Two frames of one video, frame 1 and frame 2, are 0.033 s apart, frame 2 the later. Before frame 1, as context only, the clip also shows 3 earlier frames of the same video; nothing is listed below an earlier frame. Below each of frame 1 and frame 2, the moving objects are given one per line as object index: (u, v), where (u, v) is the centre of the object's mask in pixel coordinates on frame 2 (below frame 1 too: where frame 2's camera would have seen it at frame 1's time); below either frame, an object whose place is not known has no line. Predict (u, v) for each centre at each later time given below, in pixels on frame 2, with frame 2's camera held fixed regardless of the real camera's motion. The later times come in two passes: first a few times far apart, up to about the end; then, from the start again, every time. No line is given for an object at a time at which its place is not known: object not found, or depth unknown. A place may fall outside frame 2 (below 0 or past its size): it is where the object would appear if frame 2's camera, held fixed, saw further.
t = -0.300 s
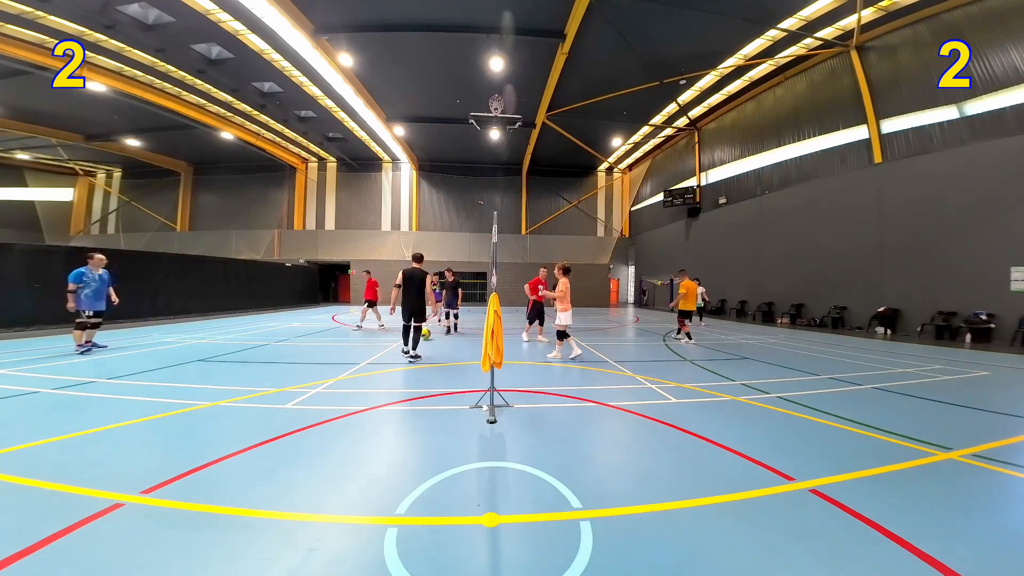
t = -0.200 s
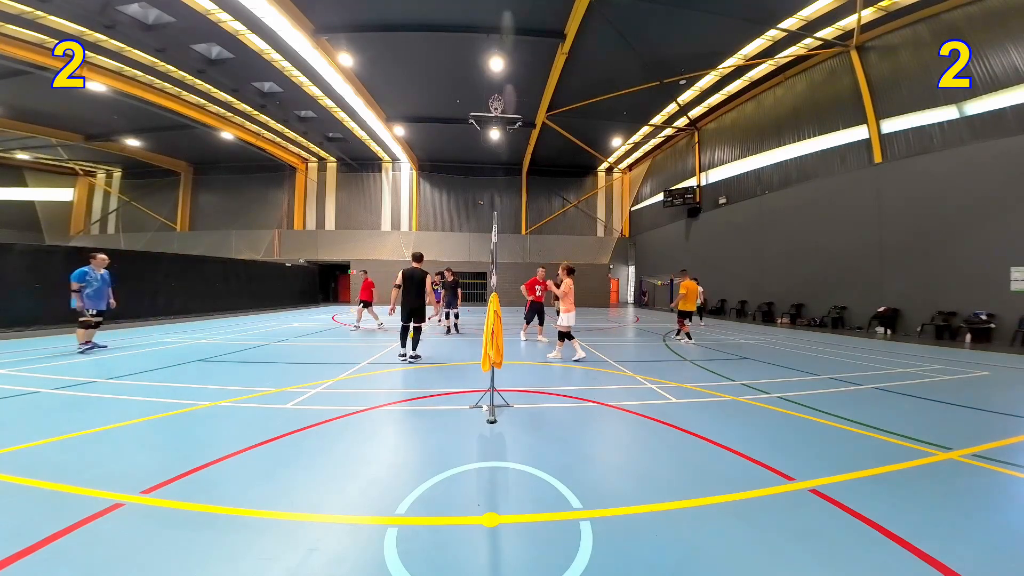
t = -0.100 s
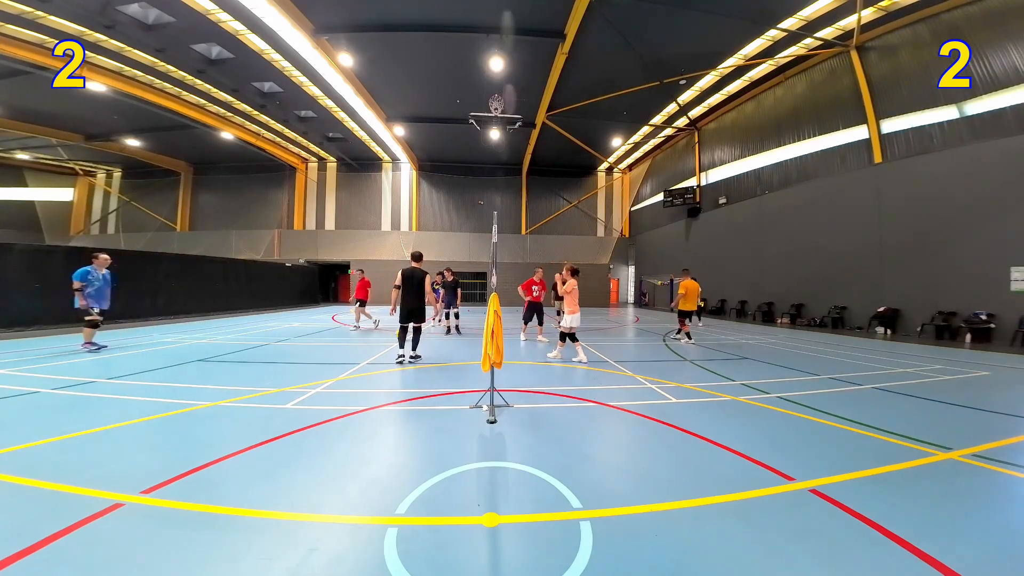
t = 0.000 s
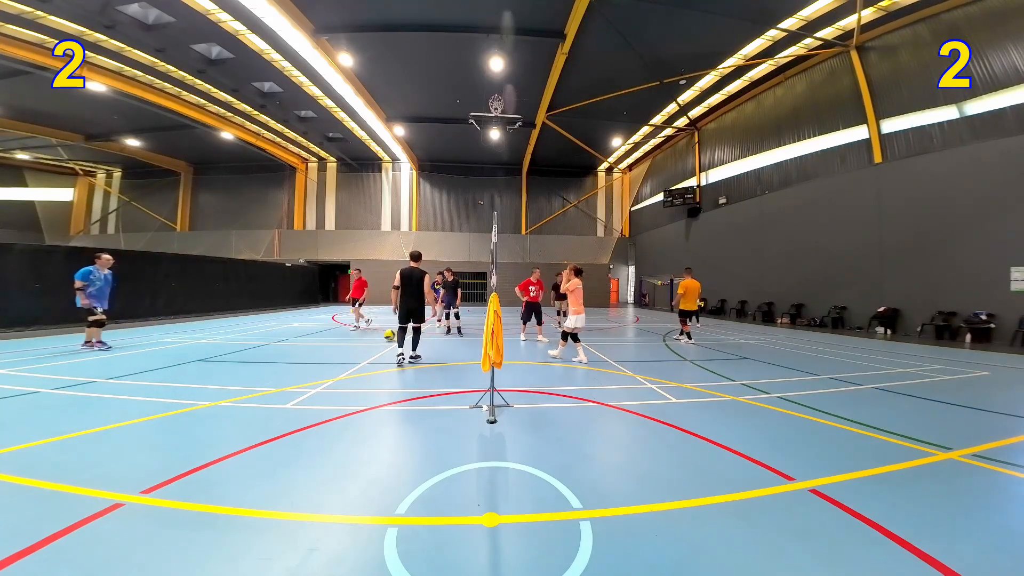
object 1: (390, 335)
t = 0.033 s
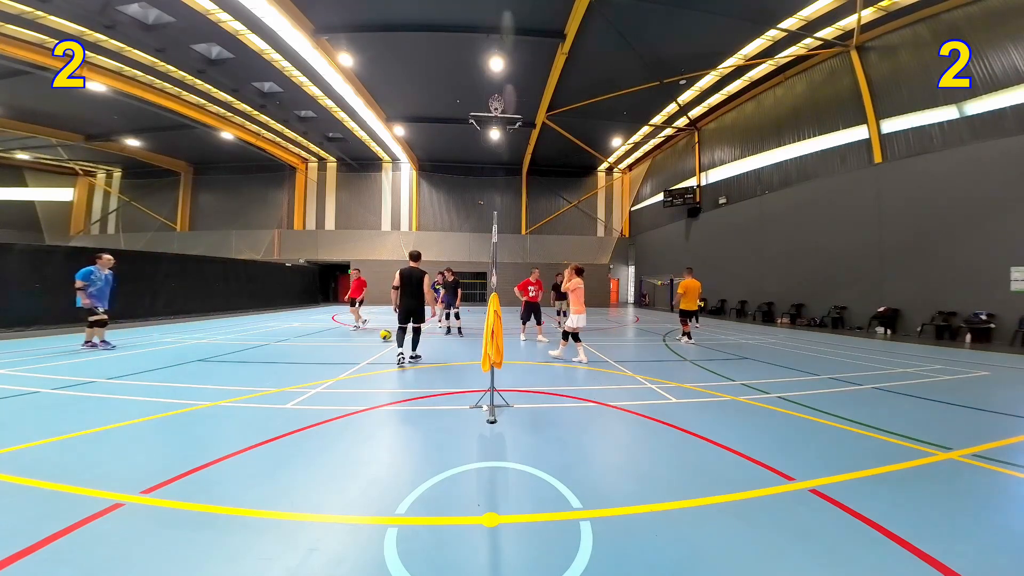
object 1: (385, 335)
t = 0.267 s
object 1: (357, 337)
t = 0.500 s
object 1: (330, 337)
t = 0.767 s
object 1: (300, 337)
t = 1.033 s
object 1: (269, 338)
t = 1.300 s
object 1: (240, 338)
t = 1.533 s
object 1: (216, 339)
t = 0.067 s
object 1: (382, 335)
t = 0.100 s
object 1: (378, 336)
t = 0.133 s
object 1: (374, 337)
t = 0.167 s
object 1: (369, 336)
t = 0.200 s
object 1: (365, 336)
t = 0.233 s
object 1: (361, 336)
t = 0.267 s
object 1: (357, 337)
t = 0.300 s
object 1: (353, 337)
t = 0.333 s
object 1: (350, 336)
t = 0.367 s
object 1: (346, 336)
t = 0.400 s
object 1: (343, 337)
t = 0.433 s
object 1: (339, 337)
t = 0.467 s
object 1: (334, 338)
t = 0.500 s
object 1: (330, 337)
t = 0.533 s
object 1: (326, 337)
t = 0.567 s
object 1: (323, 337)
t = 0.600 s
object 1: (319, 337)
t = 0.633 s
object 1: (316, 338)
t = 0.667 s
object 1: (311, 337)
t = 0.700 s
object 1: (307, 337)
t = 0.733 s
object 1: (303, 337)
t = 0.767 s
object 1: (300, 337)
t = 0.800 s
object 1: (296, 338)
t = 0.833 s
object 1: (292, 339)
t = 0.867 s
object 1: (288, 338)
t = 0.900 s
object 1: (285, 338)
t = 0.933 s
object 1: (281, 338)
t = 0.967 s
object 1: (277, 338)
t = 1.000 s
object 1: (273, 339)
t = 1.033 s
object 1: (269, 338)
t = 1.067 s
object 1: (266, 337)
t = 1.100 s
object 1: (263, 337)
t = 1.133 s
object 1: (259, 337)
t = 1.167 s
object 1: (255, 338)
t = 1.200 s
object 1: (252, 339)
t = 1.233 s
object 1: (248, 338)
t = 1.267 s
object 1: (244, 338)
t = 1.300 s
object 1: (240, 338)
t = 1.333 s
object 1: (237, 338)
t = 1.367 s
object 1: (233, 339)
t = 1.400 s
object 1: (230, 339)
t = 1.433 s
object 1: (226, 339)
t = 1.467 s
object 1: (222, 338)
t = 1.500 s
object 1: (219, 338)
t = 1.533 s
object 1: (216, 339)
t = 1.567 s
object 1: (212, 340)
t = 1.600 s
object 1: (209, 339)
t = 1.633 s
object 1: (205, 338)
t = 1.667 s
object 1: (201, 339)
